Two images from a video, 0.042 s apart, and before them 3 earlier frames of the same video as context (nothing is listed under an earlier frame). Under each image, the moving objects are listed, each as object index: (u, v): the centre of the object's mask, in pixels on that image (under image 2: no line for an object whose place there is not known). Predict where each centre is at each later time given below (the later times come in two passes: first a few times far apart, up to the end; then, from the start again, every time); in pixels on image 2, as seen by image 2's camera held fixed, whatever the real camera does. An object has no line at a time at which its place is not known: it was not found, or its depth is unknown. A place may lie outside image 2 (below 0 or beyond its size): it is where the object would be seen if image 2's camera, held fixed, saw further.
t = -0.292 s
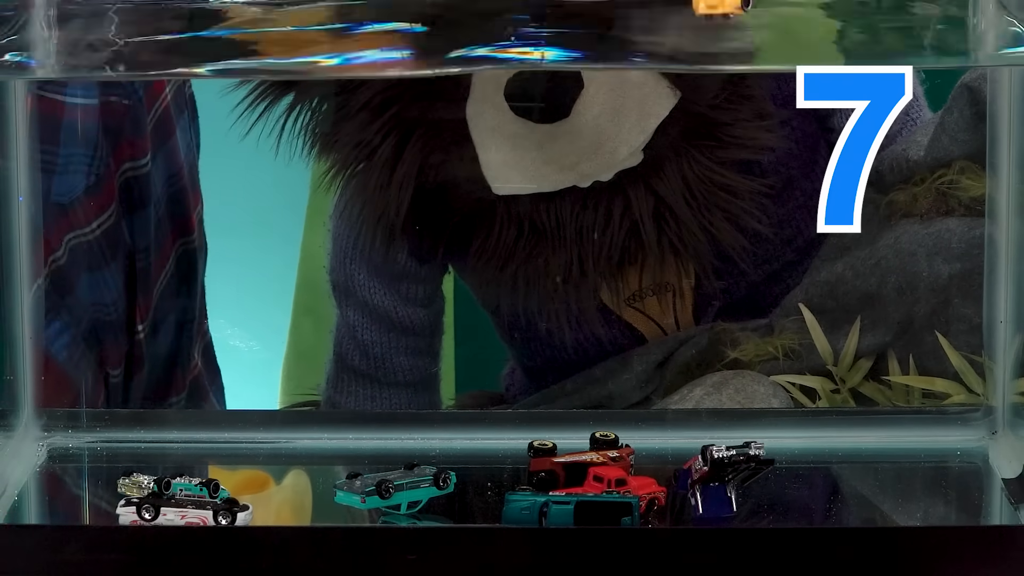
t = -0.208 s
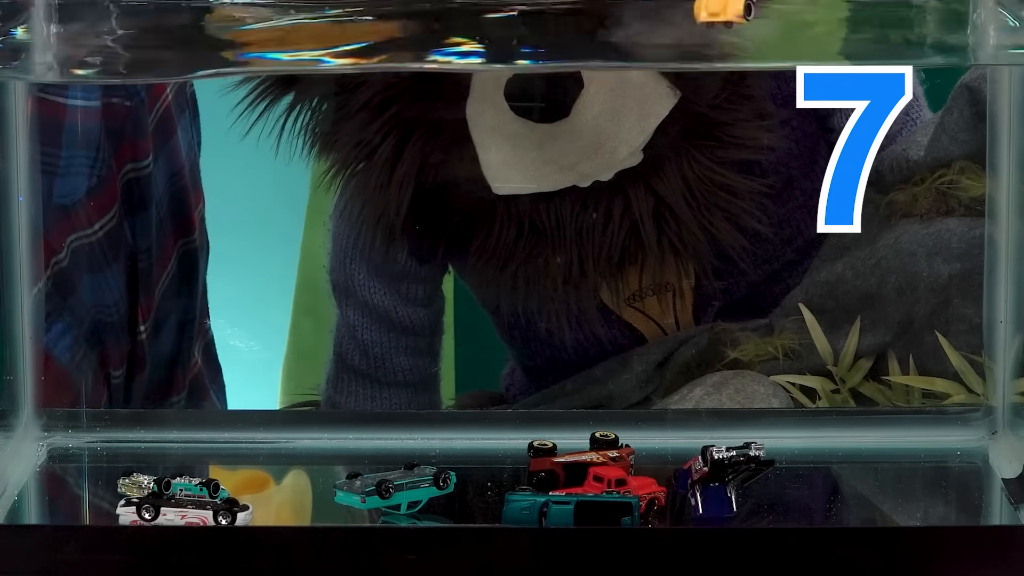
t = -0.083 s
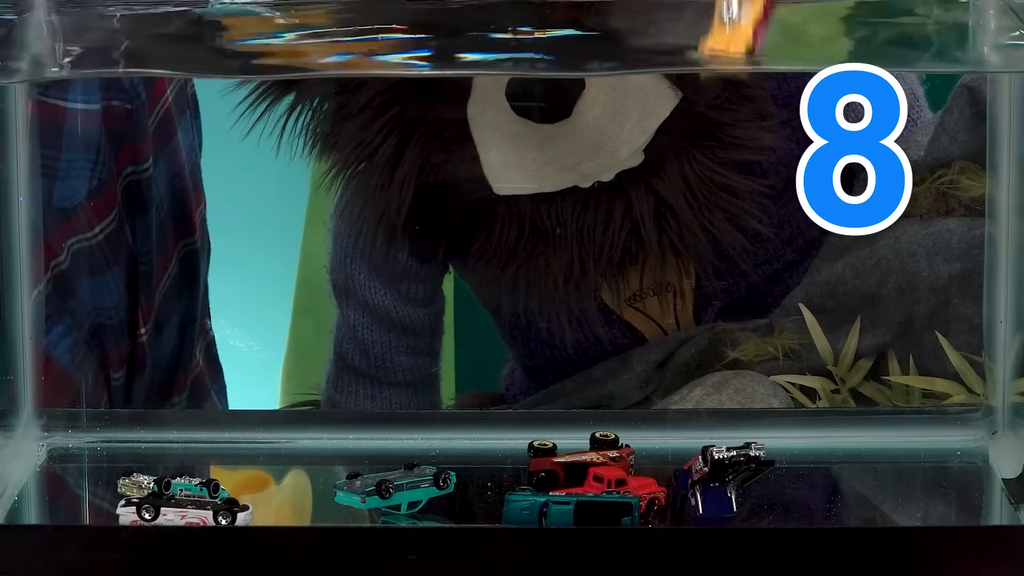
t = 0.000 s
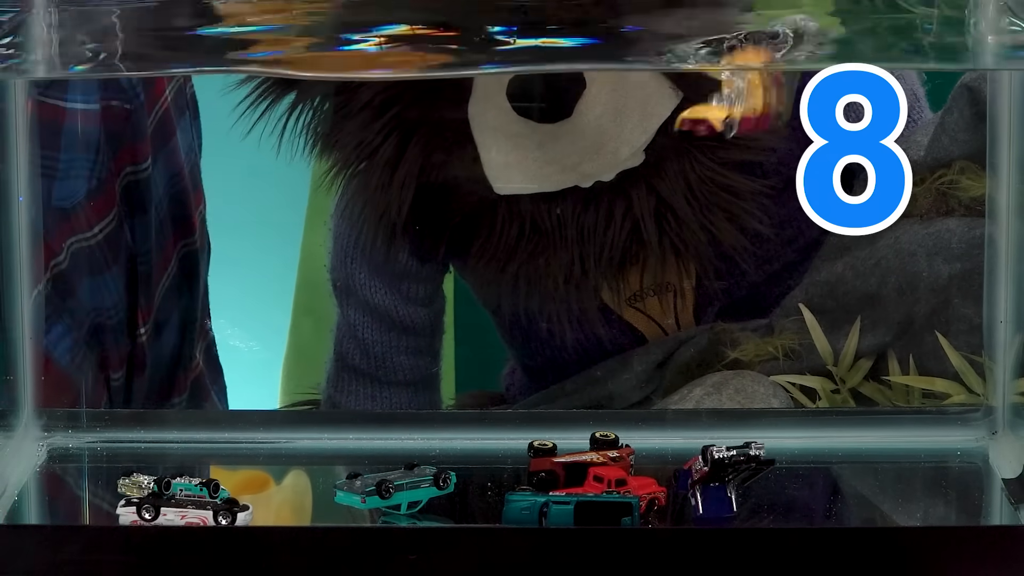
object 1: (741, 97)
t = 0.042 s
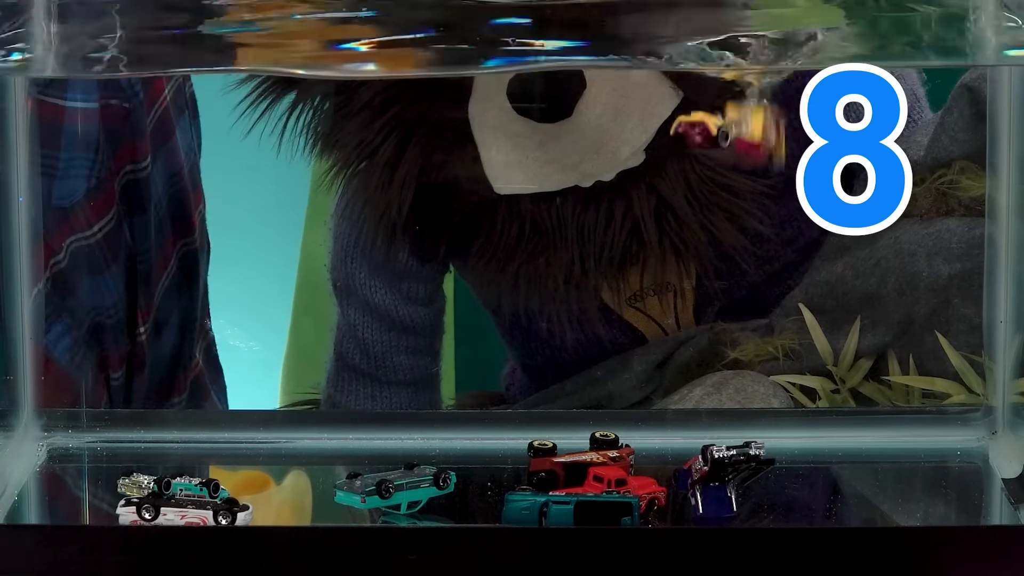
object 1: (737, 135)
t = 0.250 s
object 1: (738, 246)
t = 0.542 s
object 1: (737, 394)
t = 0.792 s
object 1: (721, 470)
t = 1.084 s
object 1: (716, 502)
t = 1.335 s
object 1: (720, 511)
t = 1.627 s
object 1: (731, 510)
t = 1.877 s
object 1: (735, 510)
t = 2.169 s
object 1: (733, 510)
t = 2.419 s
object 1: (733, 510)
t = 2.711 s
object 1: (733, 510)
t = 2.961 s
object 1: (733, 510)
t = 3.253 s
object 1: (733, 510)
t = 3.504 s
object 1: (733, 510)
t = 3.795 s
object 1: (733, 510)
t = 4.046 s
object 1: (733, 510)
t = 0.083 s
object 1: (733, 161)
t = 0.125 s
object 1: (732, 184)
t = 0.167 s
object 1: (734, 206)
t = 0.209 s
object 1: (736, 228)
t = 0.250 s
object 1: (738, 246)
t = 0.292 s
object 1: (740, 266)
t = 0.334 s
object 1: (742, 287)
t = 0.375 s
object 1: (746, 305)
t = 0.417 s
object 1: (744, 323)
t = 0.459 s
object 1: (743, 346)
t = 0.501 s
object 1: (739, 369)
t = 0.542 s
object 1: (737, 394)
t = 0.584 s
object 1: (734, 418)
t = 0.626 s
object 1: (731, 439)
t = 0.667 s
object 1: (725, 454)
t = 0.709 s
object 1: (723, 465)
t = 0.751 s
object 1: (722, 466)
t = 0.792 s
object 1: (721, 470)
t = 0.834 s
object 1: (719, 476)
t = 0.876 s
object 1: (718, 483)
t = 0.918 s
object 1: (717, 484)
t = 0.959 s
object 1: (716, 487)
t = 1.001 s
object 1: (716, 490)
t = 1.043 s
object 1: (716, 495)
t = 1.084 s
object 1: (716, 502)
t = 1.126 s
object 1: (713, 509)
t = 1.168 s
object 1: (713, 509)
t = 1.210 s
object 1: (715, 510)
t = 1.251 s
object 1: (716, 510)
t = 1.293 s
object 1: (718, 510)
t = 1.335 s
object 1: (720, 511)
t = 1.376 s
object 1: (722, 511)
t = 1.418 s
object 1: (723, 511)
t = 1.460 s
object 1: (725, 510)
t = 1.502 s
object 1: (727, 510)
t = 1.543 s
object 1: (728, 510)
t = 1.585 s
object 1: (730, 510)
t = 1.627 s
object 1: (731, 510)
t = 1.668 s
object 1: (732, 510)
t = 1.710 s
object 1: (733, 510)
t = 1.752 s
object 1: (733, 510)
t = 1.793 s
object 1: (734, 510)
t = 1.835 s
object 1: (734, 510)
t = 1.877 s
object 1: (735, 510)
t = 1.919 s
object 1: (734, 510)
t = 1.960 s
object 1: (734, 510)
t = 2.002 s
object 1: (734, 510)
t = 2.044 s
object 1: (734, 510)
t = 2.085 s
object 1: (734, 510)
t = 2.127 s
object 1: (734, 510)
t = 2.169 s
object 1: (733, 510)
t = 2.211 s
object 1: (733, 510)
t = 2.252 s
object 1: (733, 510)
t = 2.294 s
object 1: (733, 510)
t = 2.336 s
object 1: (734, 510)
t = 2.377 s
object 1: (733, 510)
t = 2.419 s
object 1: (733, 510)
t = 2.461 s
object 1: (734, 510)
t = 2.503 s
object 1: (734, 510)
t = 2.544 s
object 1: (734, 510)
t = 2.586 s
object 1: (734, 510)
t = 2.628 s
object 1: (733, 510)
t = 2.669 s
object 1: (733, 510)
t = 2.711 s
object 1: (733, 510)
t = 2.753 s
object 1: (733, 510)
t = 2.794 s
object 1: (733, 510)
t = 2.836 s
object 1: (733, 510)
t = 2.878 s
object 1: (733, 510)
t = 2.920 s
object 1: (733, 510)
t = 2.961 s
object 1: (733, 510)
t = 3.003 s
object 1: (733, 510)
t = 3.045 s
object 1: (733, 510)
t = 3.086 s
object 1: (733, 510)
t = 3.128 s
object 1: (733, 510)
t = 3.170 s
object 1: (733, 510)
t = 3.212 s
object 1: (733, 510)
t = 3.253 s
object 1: (733, 510)
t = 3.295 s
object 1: (733, 510)
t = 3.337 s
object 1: (733, 510)
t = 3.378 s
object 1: (733, 510)
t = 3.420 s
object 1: (733, 510)
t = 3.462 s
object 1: (733, 510)
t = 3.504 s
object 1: (733, 510)
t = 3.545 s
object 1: (733, 510)
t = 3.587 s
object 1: (733, 510)
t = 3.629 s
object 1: (733, 510)
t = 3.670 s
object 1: (733, 510)
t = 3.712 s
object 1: (733, 510)
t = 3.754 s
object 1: (733, 510)
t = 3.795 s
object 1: (733, 510)
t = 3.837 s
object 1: (733, 510)
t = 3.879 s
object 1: (733, 510)
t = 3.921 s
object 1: (733, 510)
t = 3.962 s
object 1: (733, 510)
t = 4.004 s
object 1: (733, 510)
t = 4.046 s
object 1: (733, 510)
